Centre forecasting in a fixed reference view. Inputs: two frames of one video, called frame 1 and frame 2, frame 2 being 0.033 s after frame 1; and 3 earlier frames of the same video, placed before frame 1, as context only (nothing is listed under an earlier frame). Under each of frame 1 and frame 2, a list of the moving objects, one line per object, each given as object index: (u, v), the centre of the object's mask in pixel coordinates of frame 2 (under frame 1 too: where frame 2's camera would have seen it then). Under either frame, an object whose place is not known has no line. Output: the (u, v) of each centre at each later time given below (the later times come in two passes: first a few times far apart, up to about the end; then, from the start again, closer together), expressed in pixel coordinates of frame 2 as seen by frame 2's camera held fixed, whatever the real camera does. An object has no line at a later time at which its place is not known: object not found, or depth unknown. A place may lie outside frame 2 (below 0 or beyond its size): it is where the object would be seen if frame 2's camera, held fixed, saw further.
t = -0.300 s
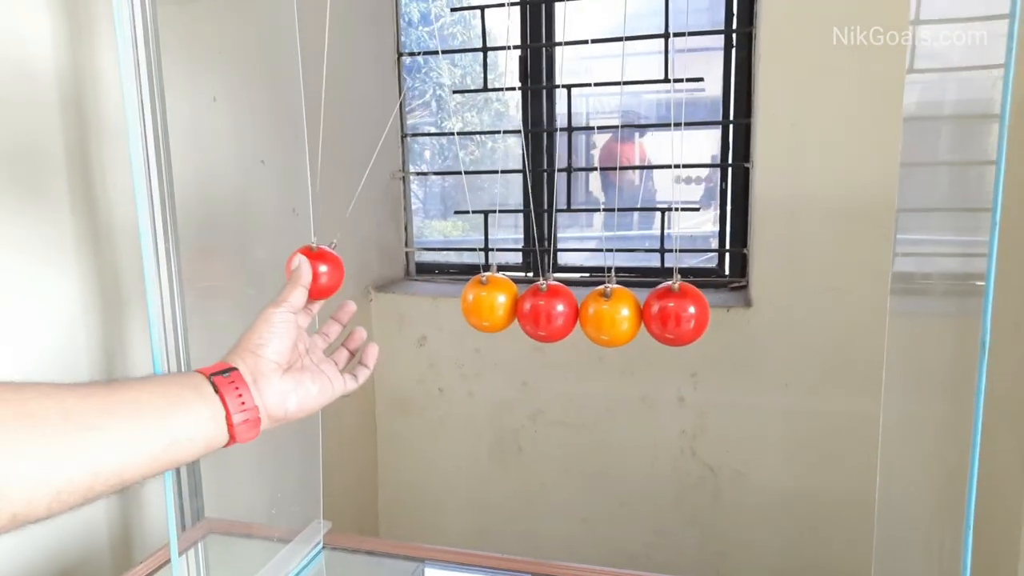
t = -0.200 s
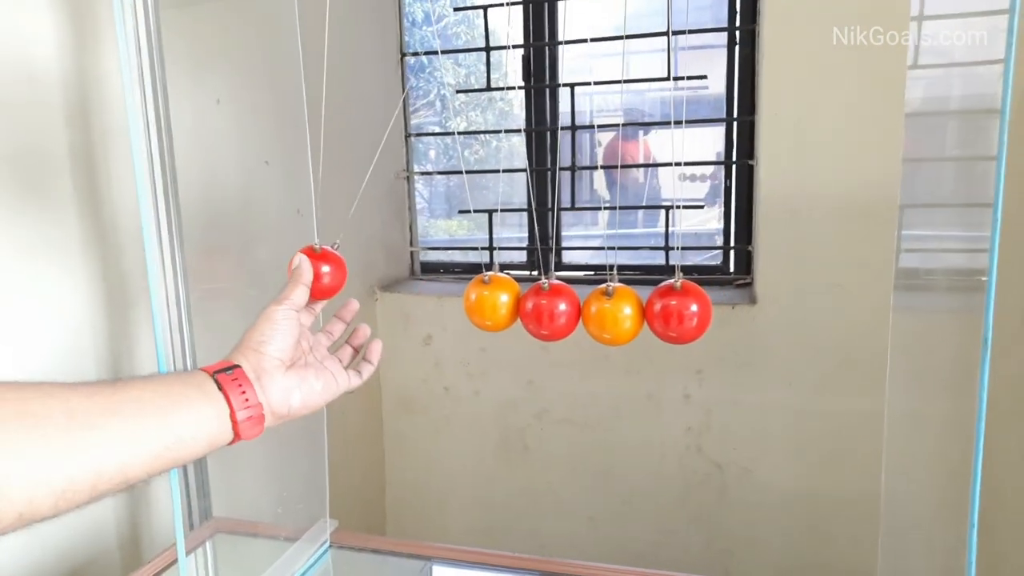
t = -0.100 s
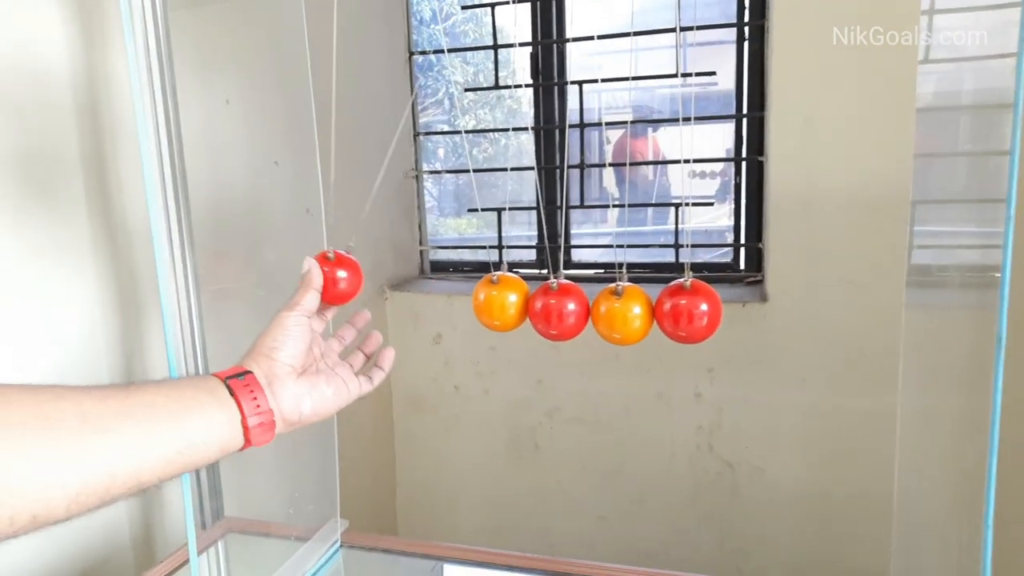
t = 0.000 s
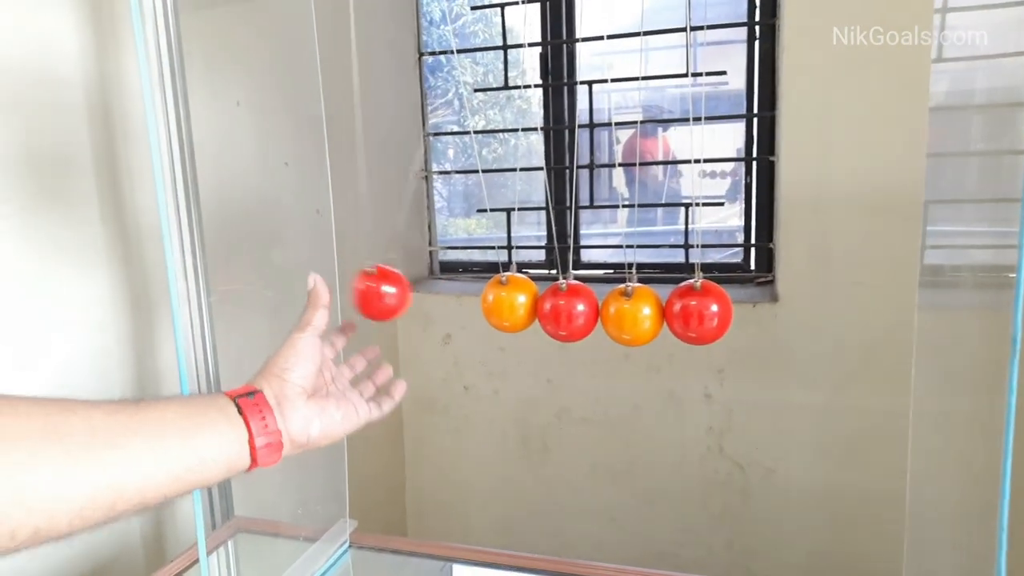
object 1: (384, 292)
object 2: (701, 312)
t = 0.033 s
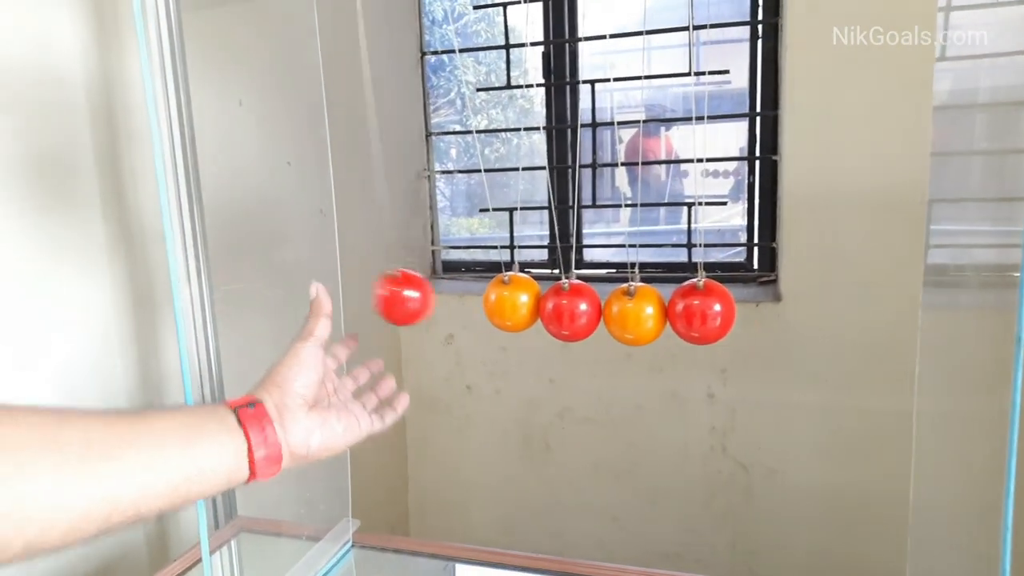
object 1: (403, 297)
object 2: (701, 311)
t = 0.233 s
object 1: (453, 303)
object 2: (790, 304)
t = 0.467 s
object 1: (450, 305)
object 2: (824, 297)
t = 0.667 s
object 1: (447, 305)
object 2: (696, 314)
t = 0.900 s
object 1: (366, 289)
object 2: (698, 314)
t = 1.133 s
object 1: (420, 303)
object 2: (698, 314)
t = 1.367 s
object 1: (456, 305)
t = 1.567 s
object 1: (452, 305)
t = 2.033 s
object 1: (384, 295)
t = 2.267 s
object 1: (448, 305)
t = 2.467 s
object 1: (461, 306)
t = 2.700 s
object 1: (454, 306)
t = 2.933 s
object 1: (416, 303)
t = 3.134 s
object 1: (404, 300)
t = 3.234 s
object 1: (427, 304)
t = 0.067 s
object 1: (425, 300)
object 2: (702, 311)
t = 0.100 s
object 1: (447, 302)
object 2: (702, 311)
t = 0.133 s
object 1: (456, 303)
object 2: (717, 311)
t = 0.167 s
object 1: (455, 303)
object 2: (744, 310)
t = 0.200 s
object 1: (454, 303)
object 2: (768, 307)
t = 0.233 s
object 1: (453, 303)
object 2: (790, 304)
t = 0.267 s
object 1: (452, 303)
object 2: (809, 300)
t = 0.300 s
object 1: (452, 304)
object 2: (825, 296)
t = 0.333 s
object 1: (451, 304)
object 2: (835, 294)
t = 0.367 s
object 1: (450, 304)
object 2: (840, 292)
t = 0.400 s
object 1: (450, 304)
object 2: (840, 292)
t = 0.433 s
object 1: (450, 304)
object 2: (835, 294)
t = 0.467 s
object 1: (450, 305)
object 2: (824, 297)
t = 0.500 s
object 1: (450, 305)
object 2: (809, 301)
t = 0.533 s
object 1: (450, 305)
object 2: (789, 306)
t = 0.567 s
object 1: (450, 305)
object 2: (766, 309)
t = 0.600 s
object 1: (450, 306)
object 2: (741, 312)
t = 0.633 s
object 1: (450, 306)
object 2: (715, 313)
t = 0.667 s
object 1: (447, 305)
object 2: (696, 314)
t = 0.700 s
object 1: (430, 303)
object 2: (696, 314)
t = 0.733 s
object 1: (414, 301)
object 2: (696, 314)
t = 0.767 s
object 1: (399, 299)
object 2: (697, 314)
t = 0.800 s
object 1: (387, 296)
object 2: (697, 314)
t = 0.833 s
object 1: (377, 293)
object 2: (697, 314)
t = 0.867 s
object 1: (370, 291)
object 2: (698, 314)
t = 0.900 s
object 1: (366, 289)
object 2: (698, 314)
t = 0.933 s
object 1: (365, 289)
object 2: (698, 314)
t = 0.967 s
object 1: (368, 290)
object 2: (699, 314)
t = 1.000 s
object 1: (372, 292)
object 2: (699, 314)
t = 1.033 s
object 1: (380, 295)
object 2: (699, 314)
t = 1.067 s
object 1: (391, 298)
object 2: (699, 314)
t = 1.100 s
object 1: (405, 300)
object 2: (698, 315)
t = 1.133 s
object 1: (420, 303)
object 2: (698, 314)
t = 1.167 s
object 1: (437, 304)
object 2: (698, 314)
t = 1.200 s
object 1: (451, 306)
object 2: (700, 314)
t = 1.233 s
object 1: (454, 305)
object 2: (718, 313)
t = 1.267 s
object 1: (455, 305)
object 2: (738, 312)
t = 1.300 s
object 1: (455, 305)
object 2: (755, 310)
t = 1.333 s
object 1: (455, 304)
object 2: (770, 308)
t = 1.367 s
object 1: (456, 305)
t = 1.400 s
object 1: (455, 305)
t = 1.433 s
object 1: (455, 305)
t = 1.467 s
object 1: (454, 305)
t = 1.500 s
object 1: (454, 305)
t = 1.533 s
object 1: (453, 305)
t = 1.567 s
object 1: (452, 305)
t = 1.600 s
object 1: (451, 305)
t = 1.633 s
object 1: (450, 305)
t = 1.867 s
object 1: (403, 300)
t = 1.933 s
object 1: (388, 296)
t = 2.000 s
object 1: (383, 294)
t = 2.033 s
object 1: (384, 295)
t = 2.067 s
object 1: (387, 296)
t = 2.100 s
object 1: (393, 297)
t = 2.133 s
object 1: (400, 299)
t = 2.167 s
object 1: (410, 301)
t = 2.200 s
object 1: (422, 303)
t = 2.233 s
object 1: (435, 304)
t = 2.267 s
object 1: (448, 305)
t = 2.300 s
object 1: (453, 305)
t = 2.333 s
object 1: (456, 306)
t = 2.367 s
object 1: (459, 306)
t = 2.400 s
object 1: (460, 305)
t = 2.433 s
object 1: (461, 306)
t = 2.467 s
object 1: (461, 306)
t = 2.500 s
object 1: (461, 306)
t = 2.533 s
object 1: (461, 306)
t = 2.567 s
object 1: (460, 306)
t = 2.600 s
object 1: (459, 306)
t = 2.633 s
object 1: (457, 306)
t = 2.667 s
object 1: (456, 306)
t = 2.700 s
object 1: (454, 306)
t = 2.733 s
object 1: (452, 306)
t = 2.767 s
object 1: (450, 306)
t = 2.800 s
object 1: (448, 306)
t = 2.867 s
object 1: (435, 305)
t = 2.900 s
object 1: (425, 304)
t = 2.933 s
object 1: (416, 303)
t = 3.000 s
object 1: (404, 301)
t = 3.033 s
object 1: (400, 300)
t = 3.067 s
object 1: (398, 299)
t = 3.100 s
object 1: (400, 300)
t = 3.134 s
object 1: (404, 300)
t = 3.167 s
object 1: (410, 302)
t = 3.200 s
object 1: (418, 303)
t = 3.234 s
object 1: (427, 304)
